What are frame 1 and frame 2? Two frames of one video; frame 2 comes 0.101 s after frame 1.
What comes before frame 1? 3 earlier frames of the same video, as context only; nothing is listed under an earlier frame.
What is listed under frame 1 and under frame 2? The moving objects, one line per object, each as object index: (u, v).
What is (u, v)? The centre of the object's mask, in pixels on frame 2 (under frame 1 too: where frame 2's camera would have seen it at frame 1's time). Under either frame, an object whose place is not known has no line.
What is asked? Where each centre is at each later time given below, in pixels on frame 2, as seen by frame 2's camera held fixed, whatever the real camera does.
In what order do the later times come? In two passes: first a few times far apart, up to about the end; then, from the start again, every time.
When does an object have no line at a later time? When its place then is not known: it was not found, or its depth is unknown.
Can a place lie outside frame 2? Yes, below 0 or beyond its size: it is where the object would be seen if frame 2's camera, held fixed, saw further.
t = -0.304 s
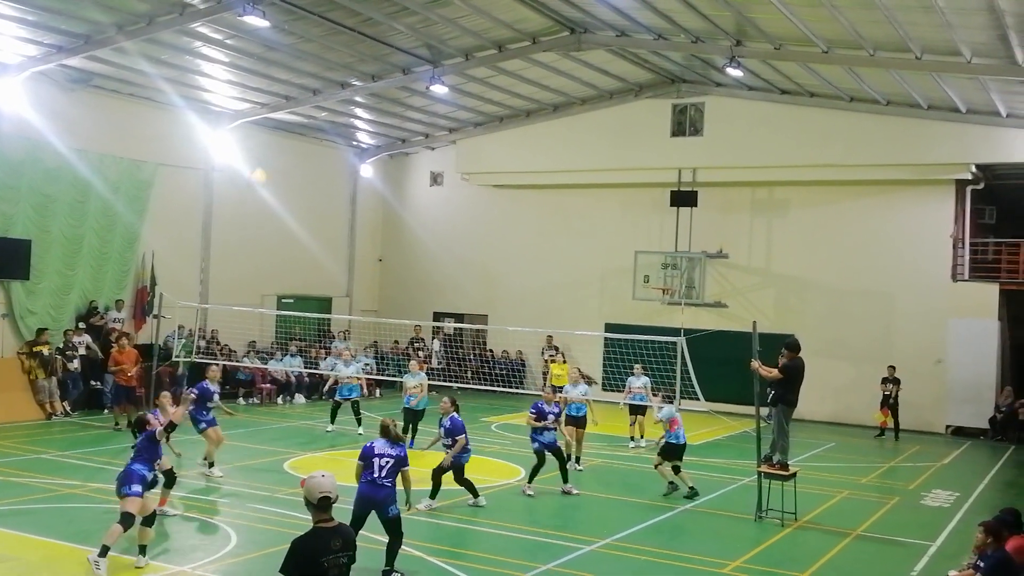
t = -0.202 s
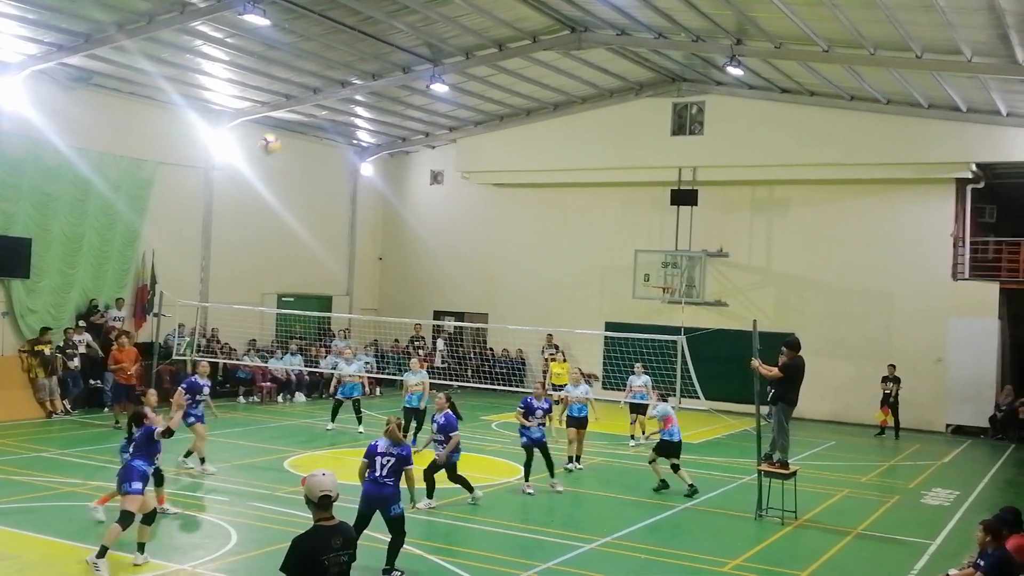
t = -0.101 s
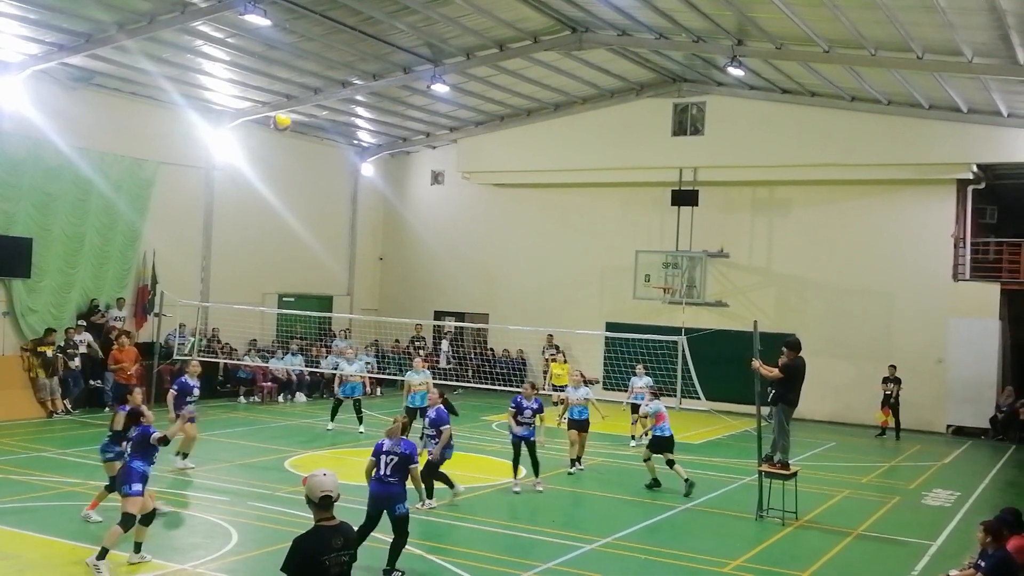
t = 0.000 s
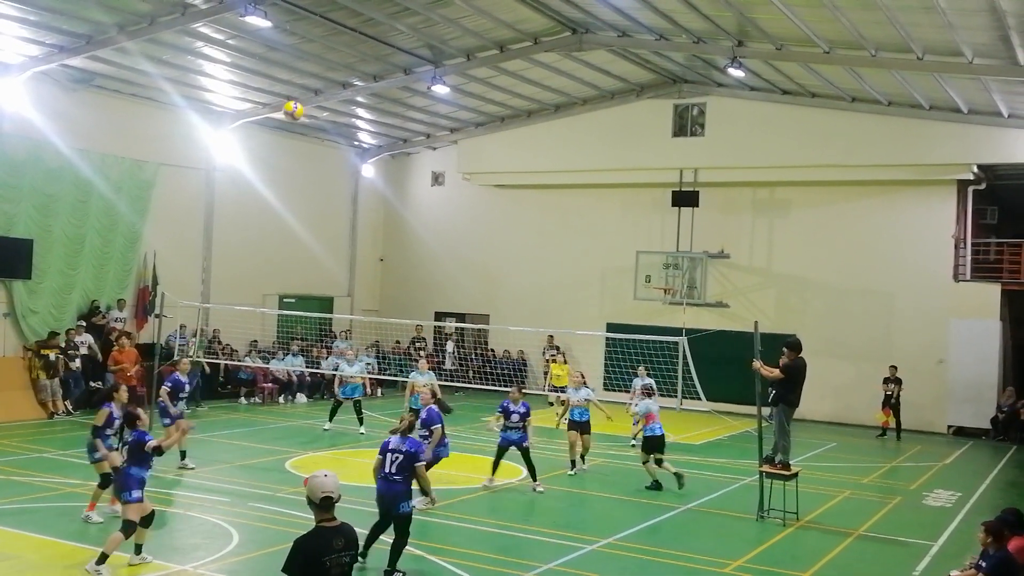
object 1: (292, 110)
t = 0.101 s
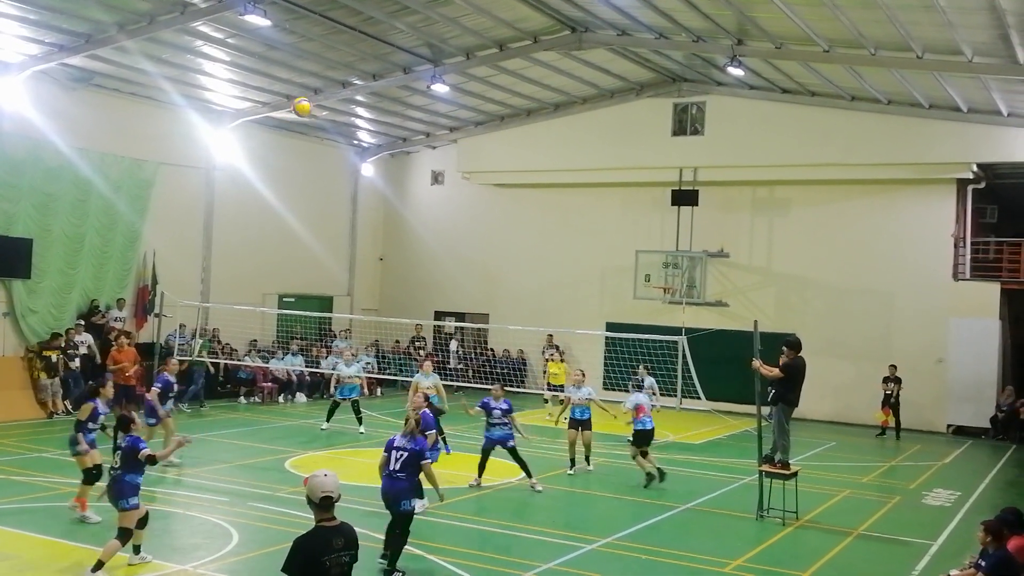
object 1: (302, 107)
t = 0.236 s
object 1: (314, 117)
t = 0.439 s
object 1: (329, 162)
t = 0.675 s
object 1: (345, 251)
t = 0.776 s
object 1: (351, 301)
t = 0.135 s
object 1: (305, 109)
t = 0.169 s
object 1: (308, 110)
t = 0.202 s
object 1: (311, 113)
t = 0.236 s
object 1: (314, 117)
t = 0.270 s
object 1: (316, 123)
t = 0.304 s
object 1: (319, 129)
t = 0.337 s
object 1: (322, 135)
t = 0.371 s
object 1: (325, 143)
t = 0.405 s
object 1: (328, 151)
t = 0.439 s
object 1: (329, 162)
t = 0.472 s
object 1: (331, 172)
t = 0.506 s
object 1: (334, 183)
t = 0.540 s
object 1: (336, 195)
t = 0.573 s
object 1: (339, 207)
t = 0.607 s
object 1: (341, 222)
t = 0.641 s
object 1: (342, 236)
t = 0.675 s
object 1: (345, 251)
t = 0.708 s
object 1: (347, 266)
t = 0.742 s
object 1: (350, 283)
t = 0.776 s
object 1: (351, 301)
